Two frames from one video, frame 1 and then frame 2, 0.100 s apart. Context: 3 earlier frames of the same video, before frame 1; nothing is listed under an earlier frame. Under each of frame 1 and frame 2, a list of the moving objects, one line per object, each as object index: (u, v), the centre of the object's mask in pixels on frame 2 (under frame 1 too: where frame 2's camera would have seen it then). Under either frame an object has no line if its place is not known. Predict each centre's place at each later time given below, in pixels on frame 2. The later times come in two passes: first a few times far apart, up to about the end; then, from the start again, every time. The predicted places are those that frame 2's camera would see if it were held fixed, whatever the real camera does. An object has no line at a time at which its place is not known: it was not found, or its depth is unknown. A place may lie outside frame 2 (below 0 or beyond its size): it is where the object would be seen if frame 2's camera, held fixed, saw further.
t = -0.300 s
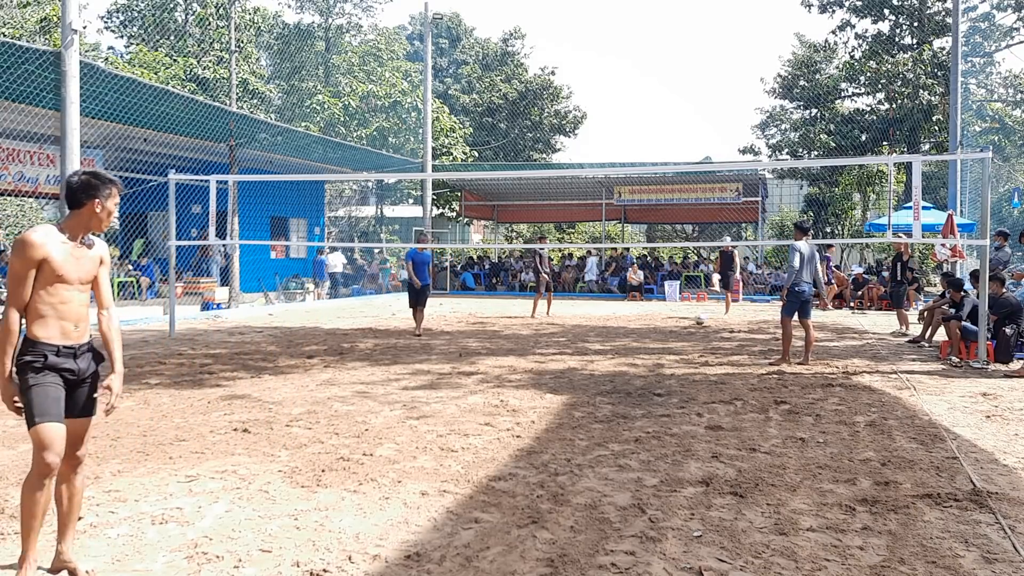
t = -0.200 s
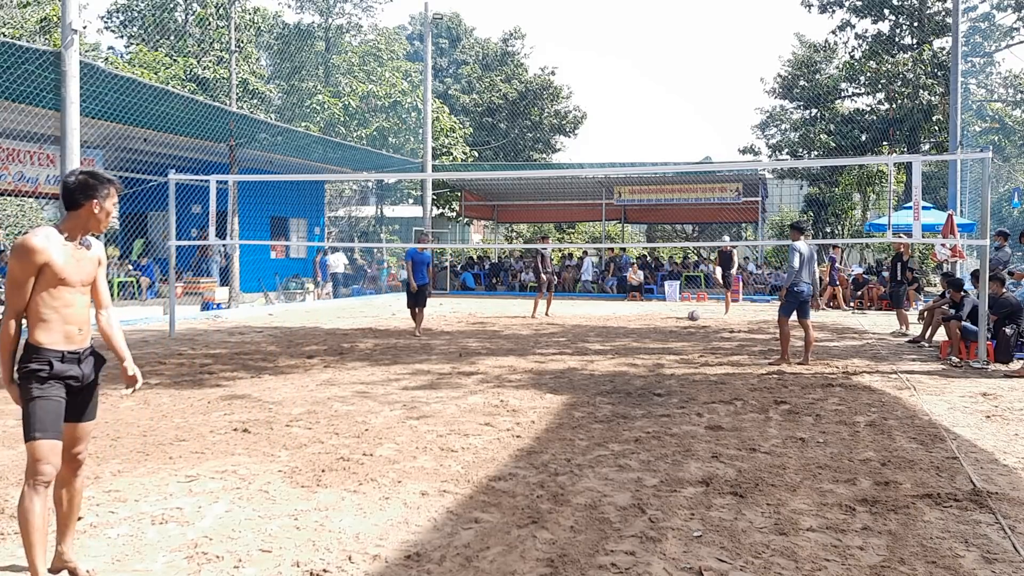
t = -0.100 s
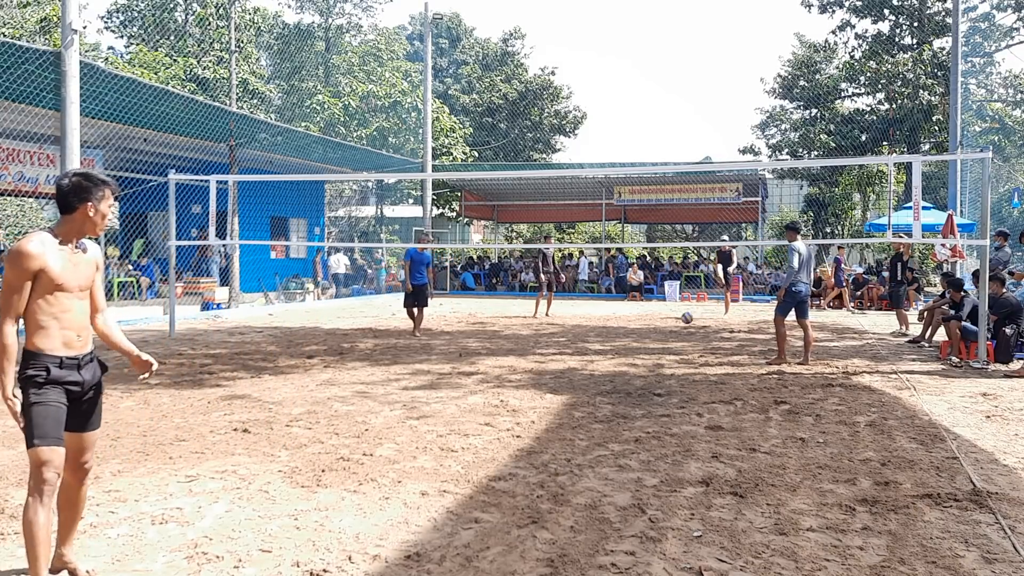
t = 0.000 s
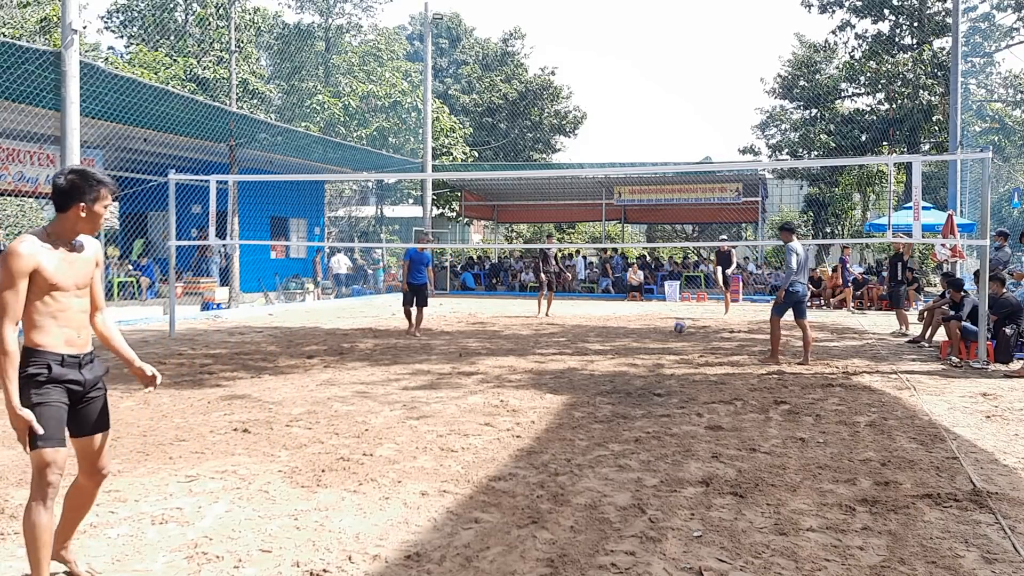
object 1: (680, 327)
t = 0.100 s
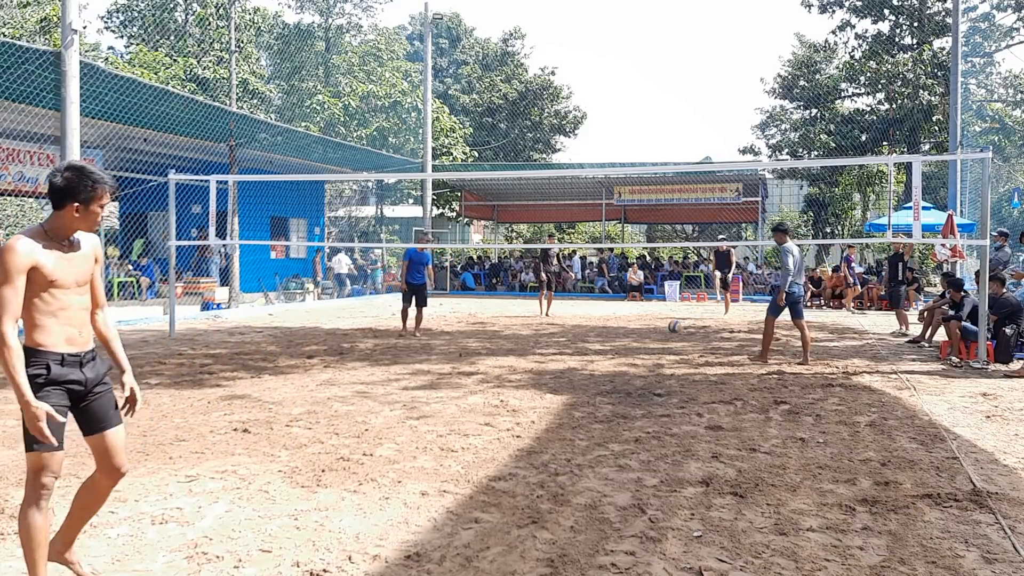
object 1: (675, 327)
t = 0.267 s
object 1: (668, 323)
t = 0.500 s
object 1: (657, 342)
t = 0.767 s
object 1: (645, 350)
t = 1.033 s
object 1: (632, 361)
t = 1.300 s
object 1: (622, 386)
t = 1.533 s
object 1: (611, 401)
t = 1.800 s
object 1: (593, 429)
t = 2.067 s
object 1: (564, 454)
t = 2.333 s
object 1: (514, 484)
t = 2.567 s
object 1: (455, 537)
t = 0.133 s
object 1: (673, 325)
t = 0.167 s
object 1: (672, 324)
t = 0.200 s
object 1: (671, 323)
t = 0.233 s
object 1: (669, 323)
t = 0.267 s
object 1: (668, 323)
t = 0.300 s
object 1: (667, 324)
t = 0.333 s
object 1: (664, 327)
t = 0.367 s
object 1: (663, 331)
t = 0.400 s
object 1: (662, 335)
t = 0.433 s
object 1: (660, 340)
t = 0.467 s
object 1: (659, 343)
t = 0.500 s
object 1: (657, 342)
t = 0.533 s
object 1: (656, 342)
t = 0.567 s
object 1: (656, 343)
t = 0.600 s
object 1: (654, 345)
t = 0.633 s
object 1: (652, 347)
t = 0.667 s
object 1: (650, 351)
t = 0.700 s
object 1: (649, 352)
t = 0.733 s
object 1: (647, 351)
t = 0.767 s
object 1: (645, 350)
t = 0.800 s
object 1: (644, 351)
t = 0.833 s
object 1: (641, 352)
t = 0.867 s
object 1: (639, 355)
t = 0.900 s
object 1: (638, 359)
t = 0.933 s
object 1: (636, 364)
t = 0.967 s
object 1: (634, 364)
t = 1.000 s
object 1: (633, 362)
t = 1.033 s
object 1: (632, 361)
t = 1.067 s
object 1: (631, 361)
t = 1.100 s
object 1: (630, 363)
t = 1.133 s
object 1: (629, 365)
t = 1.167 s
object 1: (627, 369)
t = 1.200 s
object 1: (626, 374)
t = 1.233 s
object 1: (624, 381)
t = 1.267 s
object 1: (623, 385)
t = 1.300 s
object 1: (622, 386)
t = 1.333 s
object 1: (621, 386)
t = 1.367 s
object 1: (619, 388)
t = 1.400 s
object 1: (617, 392)
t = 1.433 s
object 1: (616, 396)
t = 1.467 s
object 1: (614, 397)
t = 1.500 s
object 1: (613, 398)
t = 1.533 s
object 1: (611, 401)
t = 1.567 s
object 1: (610, 403)
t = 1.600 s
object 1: (608, 410)
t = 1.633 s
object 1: (606, 414)
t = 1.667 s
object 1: (604, 416)
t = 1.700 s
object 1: (601, 419)
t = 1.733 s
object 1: (599, 420)
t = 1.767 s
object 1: (595, 424)
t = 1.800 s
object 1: (593, 429)
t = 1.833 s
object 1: (589, 432)
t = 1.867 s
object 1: (586, 433)
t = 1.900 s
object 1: (583, 431)
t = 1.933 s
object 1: (579, 432)
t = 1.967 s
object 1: (576, 435)
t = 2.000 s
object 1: (572, 440)
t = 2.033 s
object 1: (568, 446)
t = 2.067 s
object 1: (564, 454)
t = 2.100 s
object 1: (560, 461)
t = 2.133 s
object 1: (554, 463)
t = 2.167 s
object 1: (548, 469)
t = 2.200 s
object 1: (542, 476)
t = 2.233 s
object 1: (535, 475)
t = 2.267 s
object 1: (529, 476)
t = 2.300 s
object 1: (522, 479)
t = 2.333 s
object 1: (514, 484)
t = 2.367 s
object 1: (507, 493)
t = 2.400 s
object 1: (499, 504)
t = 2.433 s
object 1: (490, 516)
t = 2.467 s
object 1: (482, 518)
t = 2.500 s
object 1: (473, 521)
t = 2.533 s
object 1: (464, 527)
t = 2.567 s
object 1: (455, 537)
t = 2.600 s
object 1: (445, 549)
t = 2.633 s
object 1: (434, 555)
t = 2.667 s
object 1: (423, 556)
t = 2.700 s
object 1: (410, 559)
